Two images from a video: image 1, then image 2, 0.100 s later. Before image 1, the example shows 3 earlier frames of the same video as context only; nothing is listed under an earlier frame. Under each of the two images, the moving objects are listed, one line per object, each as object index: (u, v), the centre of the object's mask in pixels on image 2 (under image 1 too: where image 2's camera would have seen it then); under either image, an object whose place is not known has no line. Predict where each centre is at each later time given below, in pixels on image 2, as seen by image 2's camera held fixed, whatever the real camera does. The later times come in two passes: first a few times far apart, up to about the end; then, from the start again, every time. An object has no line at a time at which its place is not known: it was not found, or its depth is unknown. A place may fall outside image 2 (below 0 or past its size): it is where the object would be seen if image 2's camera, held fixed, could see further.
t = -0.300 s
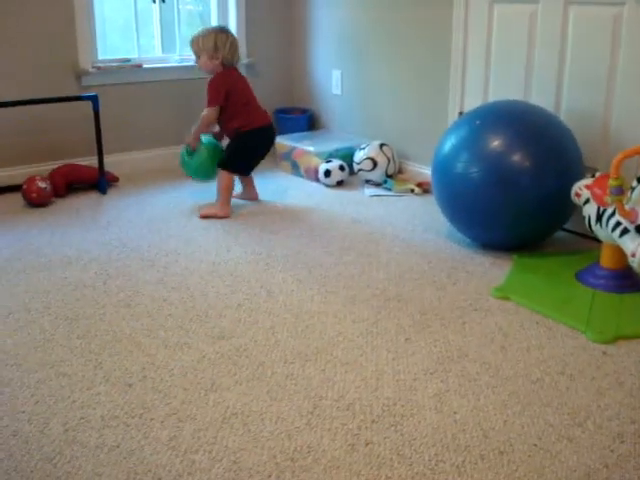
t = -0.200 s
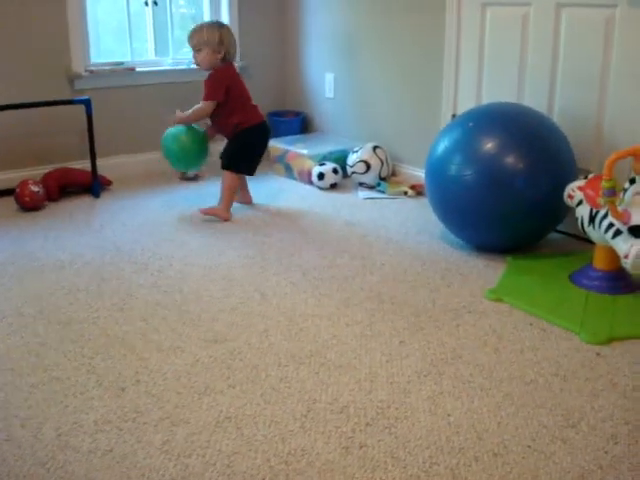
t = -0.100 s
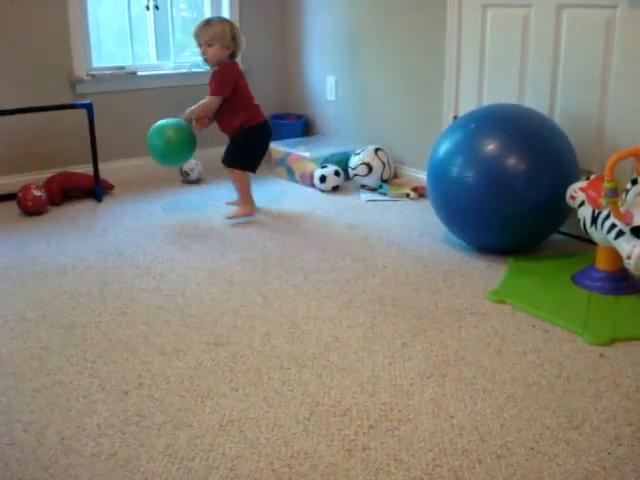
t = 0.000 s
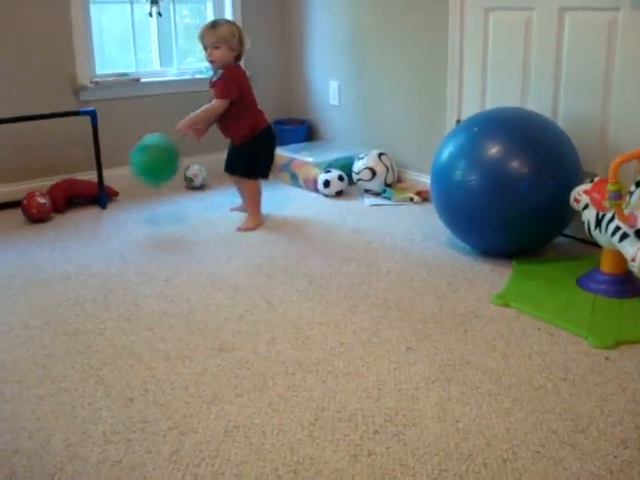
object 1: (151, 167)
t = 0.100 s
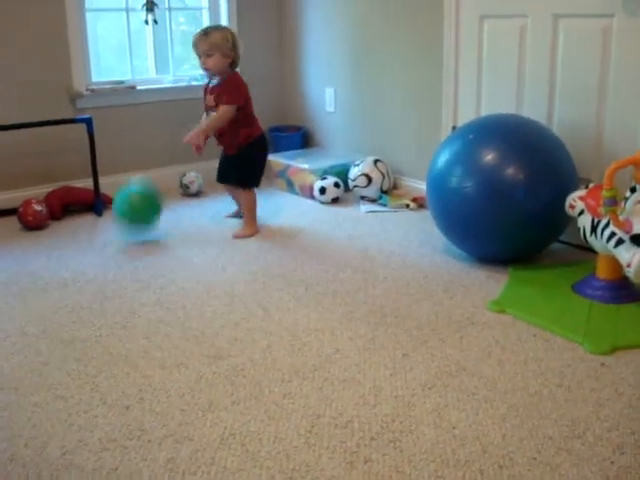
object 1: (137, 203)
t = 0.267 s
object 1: (110, 191)
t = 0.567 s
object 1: (65, 213)
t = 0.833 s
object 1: (28, 227)
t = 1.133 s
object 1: (-9, 226)
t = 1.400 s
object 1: (-45, 232)
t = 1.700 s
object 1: (-105, 245)
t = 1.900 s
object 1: (-137, 254)
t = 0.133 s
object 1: (133, 222)
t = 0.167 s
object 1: (128, 216)
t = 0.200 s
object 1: (121, 205)
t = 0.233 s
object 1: (116, 197)
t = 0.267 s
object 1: (110, 191)
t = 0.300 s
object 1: (104, 188)
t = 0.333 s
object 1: (99, 188)
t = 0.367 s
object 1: (94, 189)
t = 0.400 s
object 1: (89, 193)
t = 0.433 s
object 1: (85, 200)
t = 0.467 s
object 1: (80, 209)
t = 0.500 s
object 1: (77, 222)
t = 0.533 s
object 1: (71, 223)
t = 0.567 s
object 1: (65, 213)
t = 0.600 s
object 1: (59, 208)
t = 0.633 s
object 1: (53, 204)
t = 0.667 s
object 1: (49, 204)
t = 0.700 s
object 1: (44, 205)
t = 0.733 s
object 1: (39, 209)
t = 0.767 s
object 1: (36, 215)
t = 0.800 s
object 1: (33, 225)
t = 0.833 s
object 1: (28, 227)
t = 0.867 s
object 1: (23, 221)
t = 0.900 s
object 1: (18, 215)
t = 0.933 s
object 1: (13, 214)
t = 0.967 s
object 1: (9, 214)
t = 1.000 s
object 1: (5, 218)
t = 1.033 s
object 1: (2, 224)
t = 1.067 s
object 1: (-1, 231)
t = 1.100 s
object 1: (-5, 231)
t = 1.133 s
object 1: (-9, 226)
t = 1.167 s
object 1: (-14, 223)
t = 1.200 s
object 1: (-18, 224)
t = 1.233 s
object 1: (-22, 228)
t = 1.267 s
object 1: (-26, 234)
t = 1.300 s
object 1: (-30, 235)
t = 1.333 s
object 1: (-35, 233)
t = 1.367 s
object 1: (-40, 231)
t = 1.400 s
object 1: (-45, 232)
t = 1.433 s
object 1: (-52, 237)
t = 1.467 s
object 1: (-59, 240)
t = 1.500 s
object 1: (-66, 239)
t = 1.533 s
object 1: (-74, 238)
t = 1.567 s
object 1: (-81, 239)
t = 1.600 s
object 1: (-87, 242)
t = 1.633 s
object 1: (-93, 245)
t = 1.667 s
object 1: (-99, 244)
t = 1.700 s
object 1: (-105, 245)
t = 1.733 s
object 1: (-111, 247)
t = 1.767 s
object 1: (-116, 250)
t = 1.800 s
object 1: (-122, 250)
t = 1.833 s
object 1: (-127, 250)
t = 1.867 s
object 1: (-132, 251)
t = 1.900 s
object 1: (-137, 254)
